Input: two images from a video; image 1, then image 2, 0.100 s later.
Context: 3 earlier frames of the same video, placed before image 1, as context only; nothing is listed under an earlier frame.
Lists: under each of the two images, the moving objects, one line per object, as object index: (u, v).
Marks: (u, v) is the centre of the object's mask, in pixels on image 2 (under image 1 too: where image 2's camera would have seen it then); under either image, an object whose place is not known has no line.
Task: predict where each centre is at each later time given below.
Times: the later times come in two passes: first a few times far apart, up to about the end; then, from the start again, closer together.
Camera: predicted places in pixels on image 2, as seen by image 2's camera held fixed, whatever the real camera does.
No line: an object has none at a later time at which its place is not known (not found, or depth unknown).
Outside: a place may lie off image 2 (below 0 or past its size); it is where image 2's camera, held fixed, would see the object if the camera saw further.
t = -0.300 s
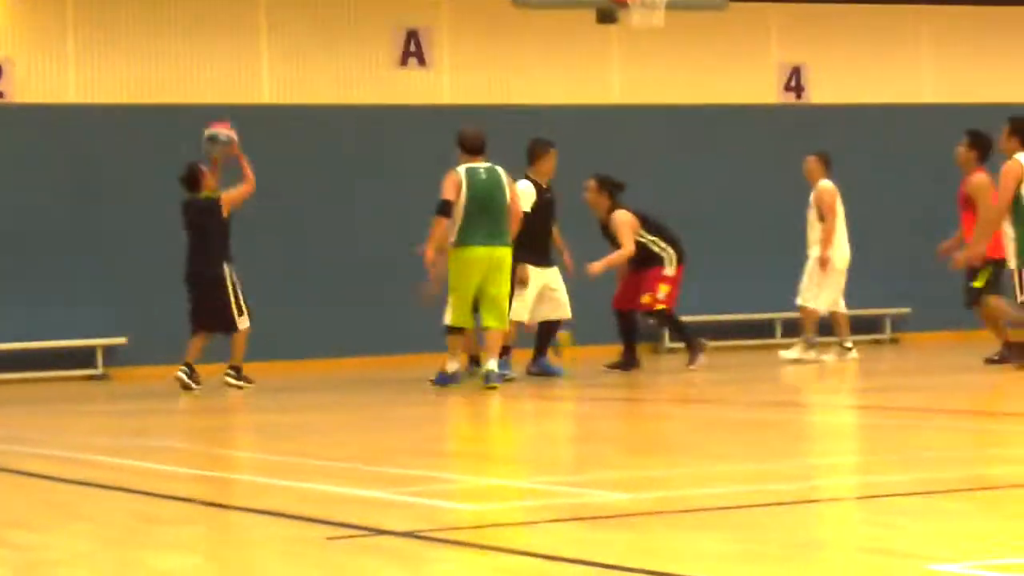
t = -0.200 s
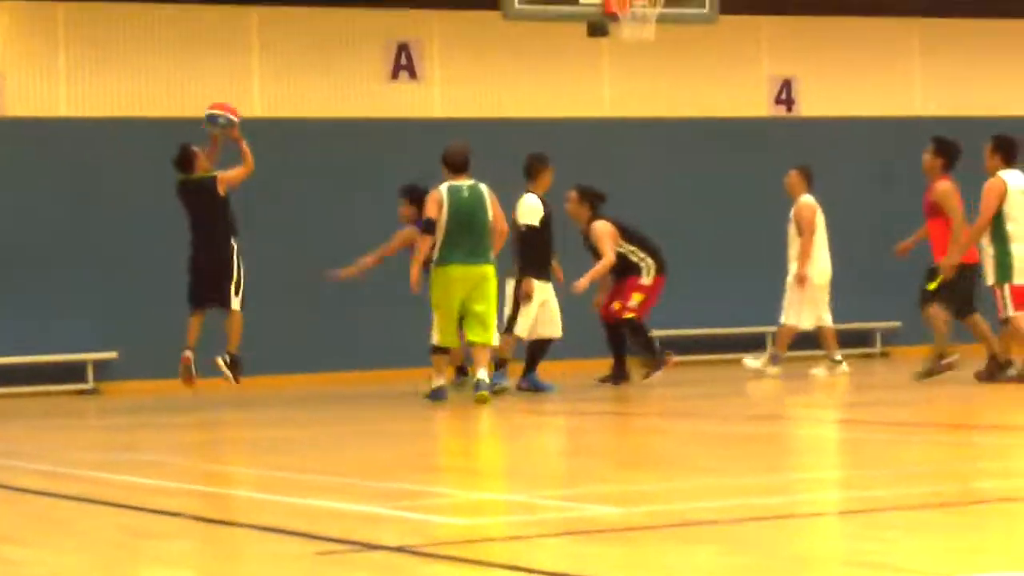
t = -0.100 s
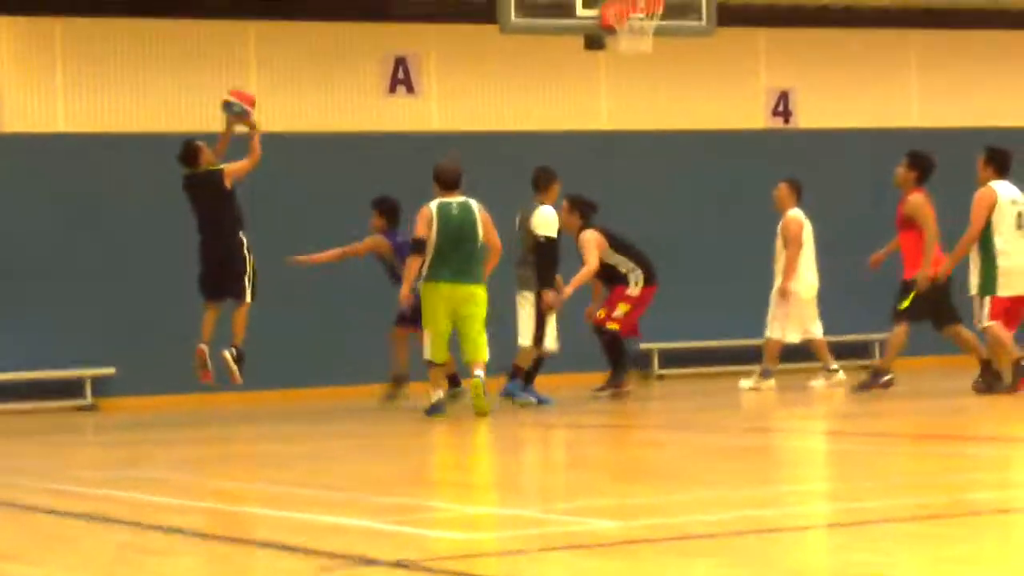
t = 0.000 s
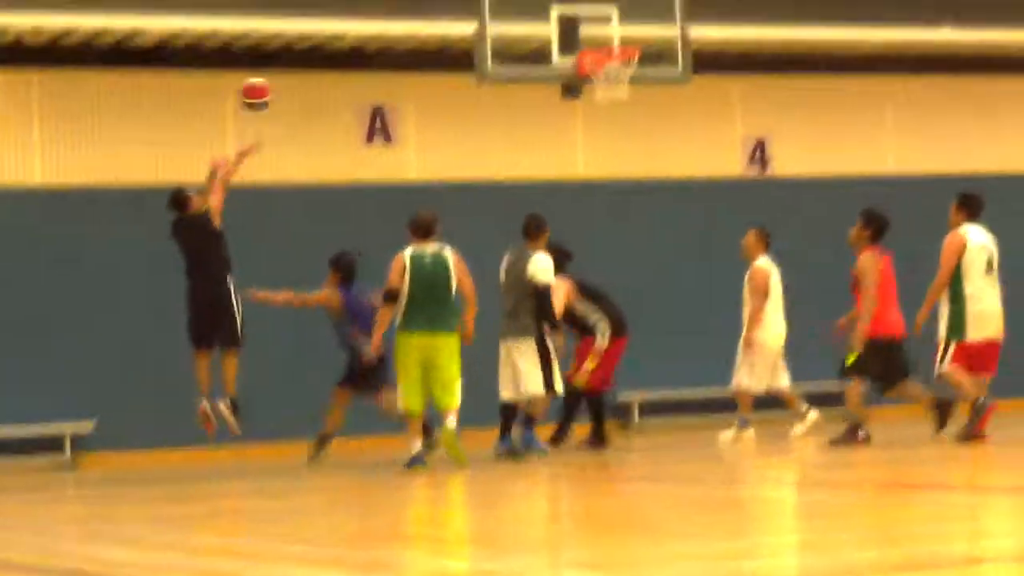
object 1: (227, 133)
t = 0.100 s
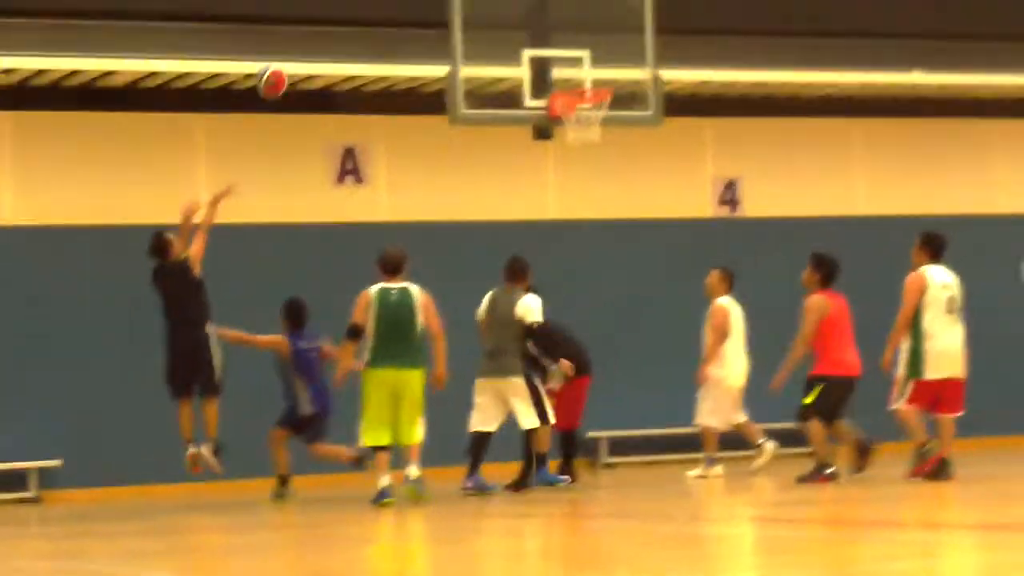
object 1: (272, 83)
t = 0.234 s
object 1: (330, 28)
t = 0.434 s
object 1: (415, 2)
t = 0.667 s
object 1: (514, 26)
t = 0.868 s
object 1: (587, 81)
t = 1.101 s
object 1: (559, 47)
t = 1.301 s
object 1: (528, 55)
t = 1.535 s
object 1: (507, 114)
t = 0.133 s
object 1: (287, 65)
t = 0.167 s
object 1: (301, 51)
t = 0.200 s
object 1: (317, 39)
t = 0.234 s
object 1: (330, 28)
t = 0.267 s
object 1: (345, 18)
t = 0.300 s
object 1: (359, 12)
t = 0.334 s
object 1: (373, 7)
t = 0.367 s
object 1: (388, 3)
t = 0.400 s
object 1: (400, 2)
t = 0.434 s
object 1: (415, 2)
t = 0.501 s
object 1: (443, 1)
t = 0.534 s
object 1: (457, 5)
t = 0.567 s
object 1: (472, 8)
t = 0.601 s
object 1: (486, 12)
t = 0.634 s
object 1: (500, 19)
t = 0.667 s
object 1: (514, 26)
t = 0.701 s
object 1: (529, 35)
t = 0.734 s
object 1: (543, 45)
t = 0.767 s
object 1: (555, 57)
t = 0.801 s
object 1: (567, 71)
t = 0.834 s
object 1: (580, 82)
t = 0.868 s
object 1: (587, 81)
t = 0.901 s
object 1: (587, 81)
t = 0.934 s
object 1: (586, 77)
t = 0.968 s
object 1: (581, 72)
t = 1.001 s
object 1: (575, 62)
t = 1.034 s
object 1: (569, 54)
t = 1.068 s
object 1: (564, 50)
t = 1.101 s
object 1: (559, 47)
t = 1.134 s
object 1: (556, 44)
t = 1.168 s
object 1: (550, 44)
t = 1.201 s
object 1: (545, 45)
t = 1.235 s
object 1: (539, 48)
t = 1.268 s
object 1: (534, 51)
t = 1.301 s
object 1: (528, 55)
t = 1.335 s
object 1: (524, 62)
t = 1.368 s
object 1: (519, 69)
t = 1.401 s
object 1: (515, 78)
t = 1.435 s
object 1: (510, 91)
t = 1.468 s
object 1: (507, 98)
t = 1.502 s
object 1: (505, 108)
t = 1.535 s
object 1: (507, 114)
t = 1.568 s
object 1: (511, 120)
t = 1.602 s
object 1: (514, 128)
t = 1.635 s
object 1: (516, 138)
